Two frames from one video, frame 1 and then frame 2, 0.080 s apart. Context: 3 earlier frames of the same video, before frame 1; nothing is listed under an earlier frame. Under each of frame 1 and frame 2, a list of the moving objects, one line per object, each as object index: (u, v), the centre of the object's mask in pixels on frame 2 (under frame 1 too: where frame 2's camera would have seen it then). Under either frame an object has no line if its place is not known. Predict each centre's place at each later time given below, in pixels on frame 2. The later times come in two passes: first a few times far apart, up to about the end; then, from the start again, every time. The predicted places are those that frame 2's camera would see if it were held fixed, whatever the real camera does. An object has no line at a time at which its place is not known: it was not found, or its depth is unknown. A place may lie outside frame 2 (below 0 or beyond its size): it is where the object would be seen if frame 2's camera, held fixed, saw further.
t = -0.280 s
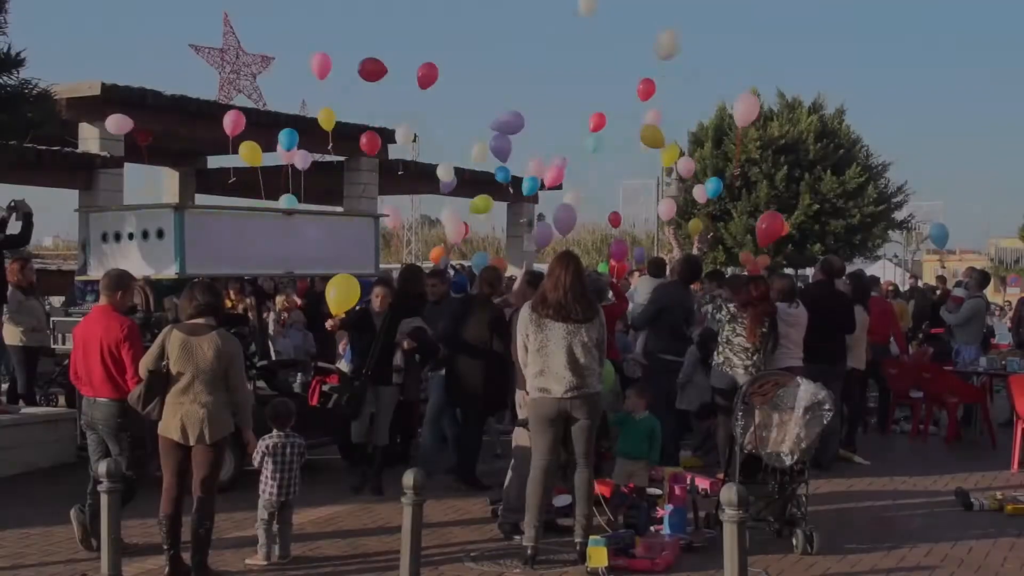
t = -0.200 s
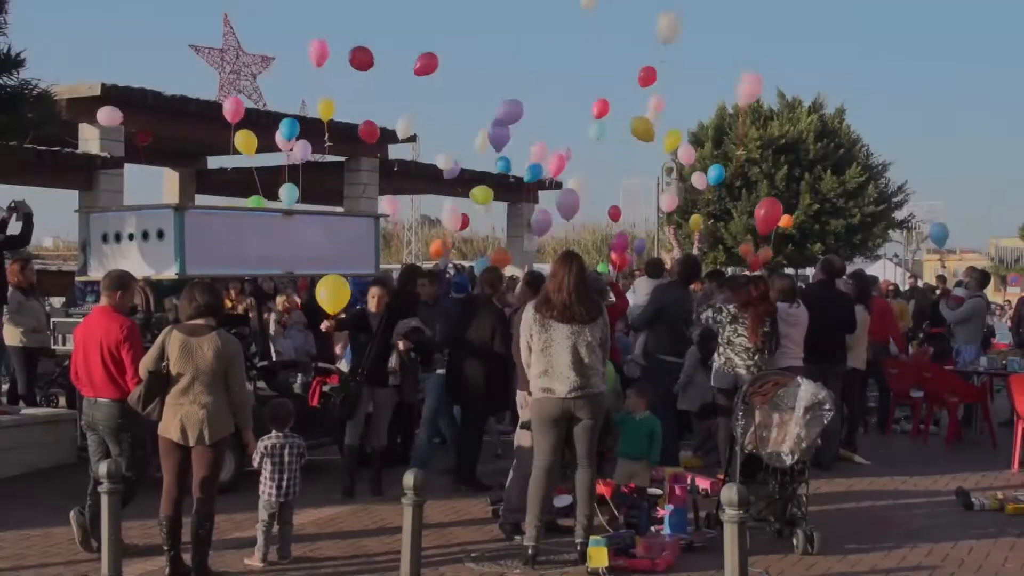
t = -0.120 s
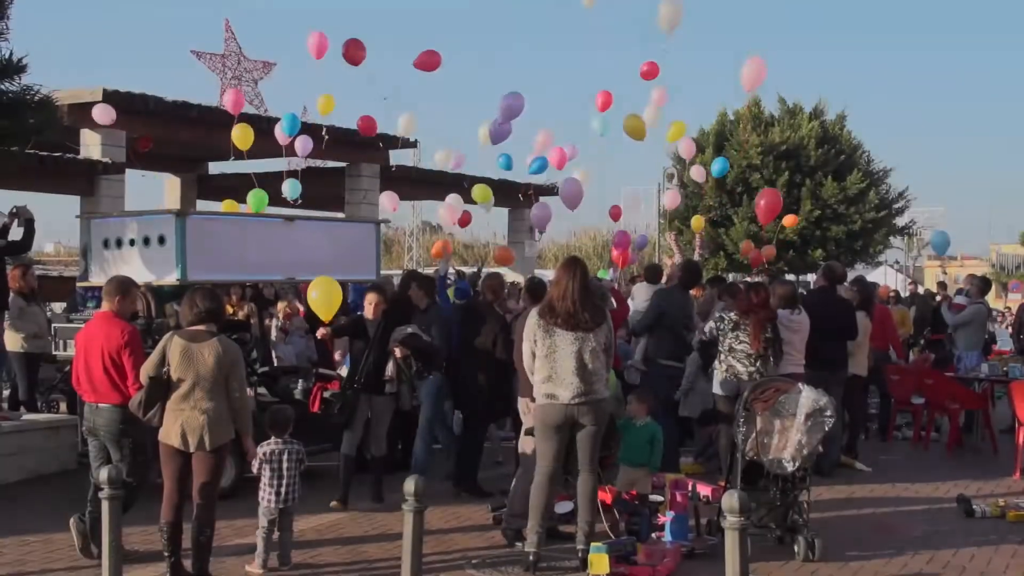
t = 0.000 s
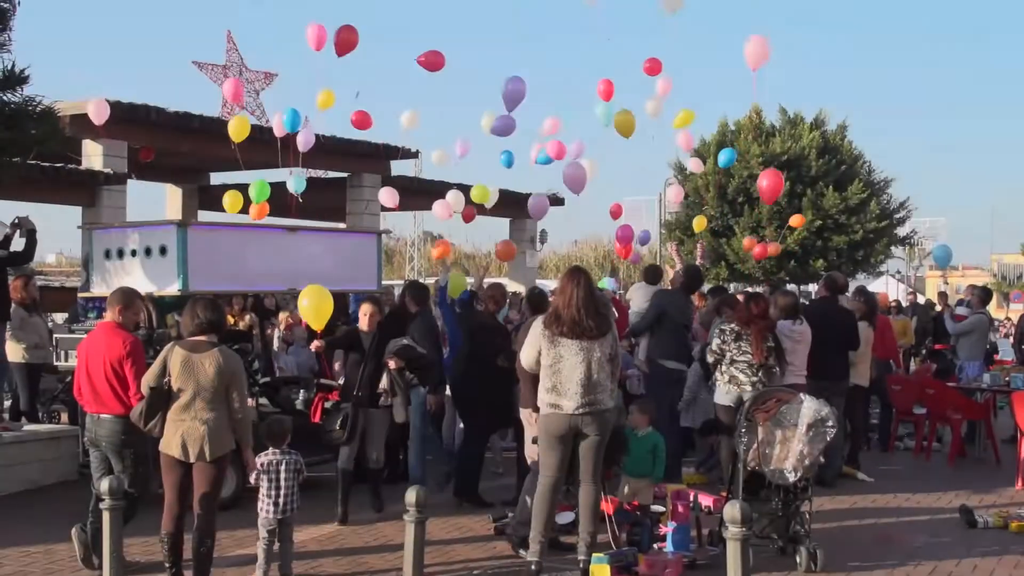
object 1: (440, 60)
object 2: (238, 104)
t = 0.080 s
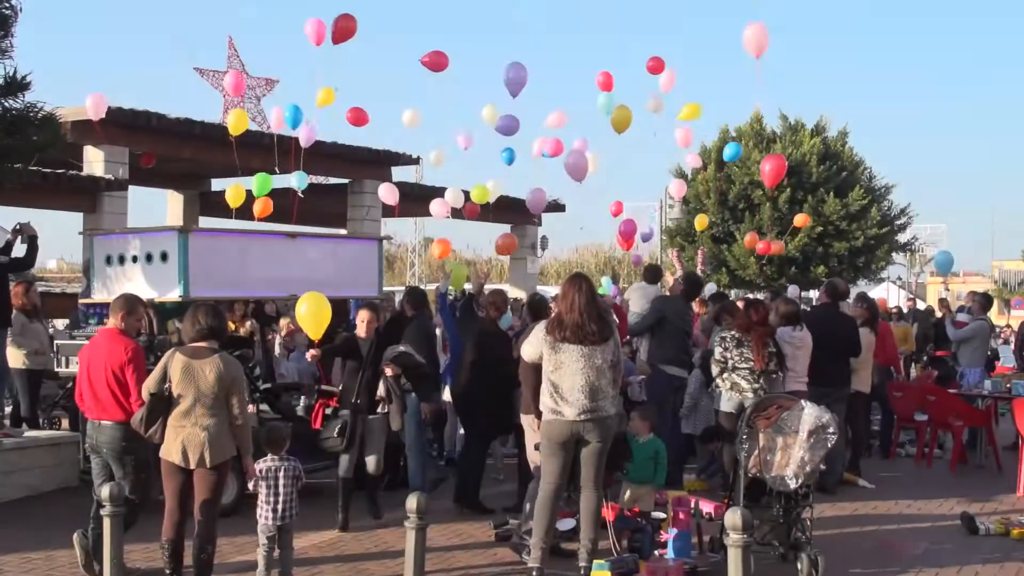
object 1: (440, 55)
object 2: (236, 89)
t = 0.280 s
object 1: (449, 38)
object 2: (247, 55)
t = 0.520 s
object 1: (448, 5)
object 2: (249, 15)
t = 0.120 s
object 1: (442, 52)
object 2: (237, 82)
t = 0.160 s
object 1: (444, 49)
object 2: (239, 77)
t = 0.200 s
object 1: (446, 46)
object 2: (241, 70)
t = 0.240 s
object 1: (447, 42)
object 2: (244, 63)
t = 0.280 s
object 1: (449, 38)
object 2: (247, 55)
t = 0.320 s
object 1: (449, 32)
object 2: (244, 47)
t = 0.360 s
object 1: (450, 27)
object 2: (246, 40)
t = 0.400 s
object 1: (450, 20)
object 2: (247, 34)
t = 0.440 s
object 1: (450, 15)
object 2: (248, 28)
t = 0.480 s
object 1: (449, 10)
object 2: (249, 22)
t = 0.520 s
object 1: (448, 5)
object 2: (249, 15)
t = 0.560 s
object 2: (250, 8)
